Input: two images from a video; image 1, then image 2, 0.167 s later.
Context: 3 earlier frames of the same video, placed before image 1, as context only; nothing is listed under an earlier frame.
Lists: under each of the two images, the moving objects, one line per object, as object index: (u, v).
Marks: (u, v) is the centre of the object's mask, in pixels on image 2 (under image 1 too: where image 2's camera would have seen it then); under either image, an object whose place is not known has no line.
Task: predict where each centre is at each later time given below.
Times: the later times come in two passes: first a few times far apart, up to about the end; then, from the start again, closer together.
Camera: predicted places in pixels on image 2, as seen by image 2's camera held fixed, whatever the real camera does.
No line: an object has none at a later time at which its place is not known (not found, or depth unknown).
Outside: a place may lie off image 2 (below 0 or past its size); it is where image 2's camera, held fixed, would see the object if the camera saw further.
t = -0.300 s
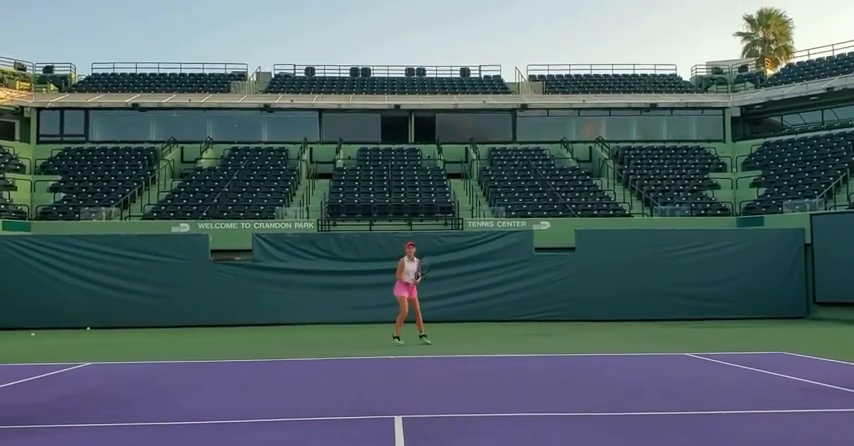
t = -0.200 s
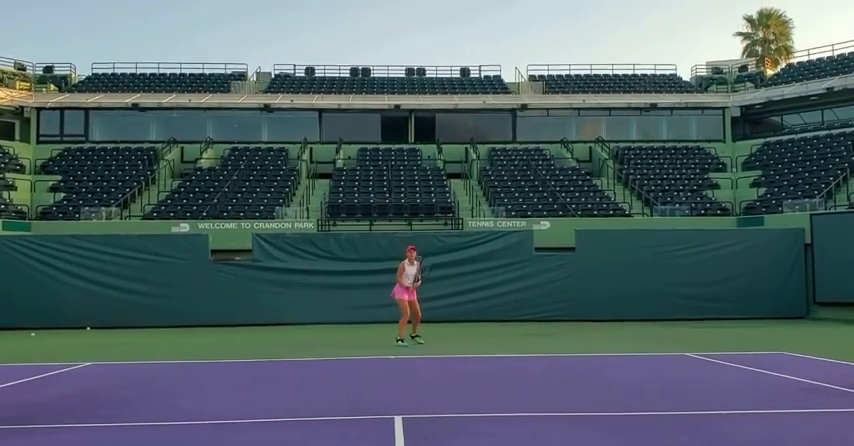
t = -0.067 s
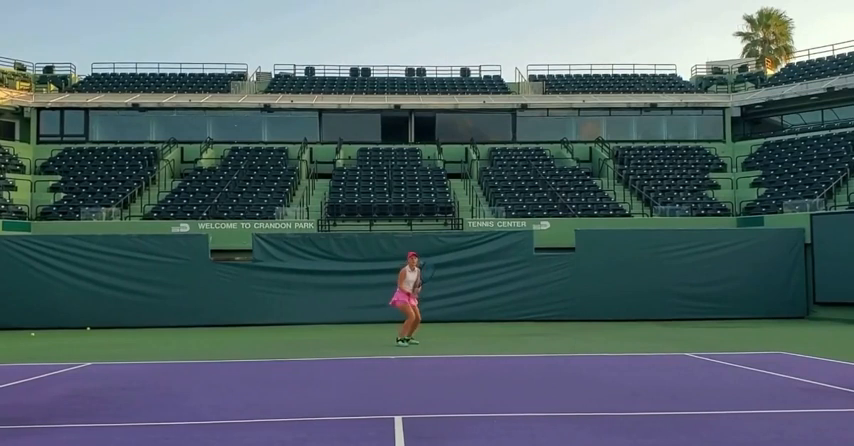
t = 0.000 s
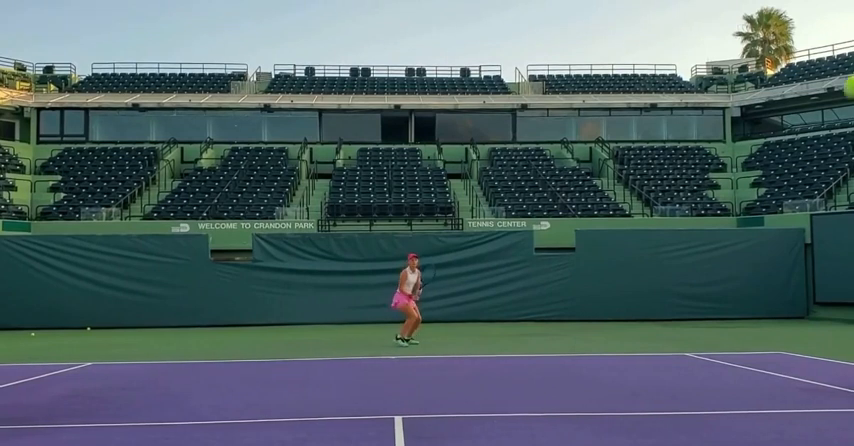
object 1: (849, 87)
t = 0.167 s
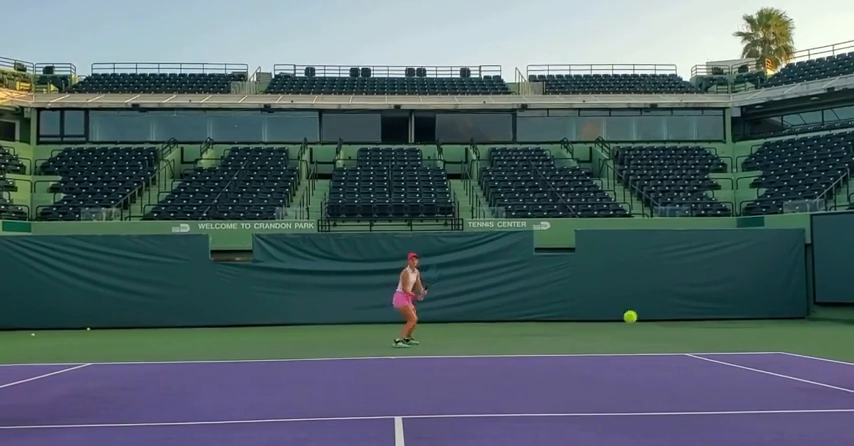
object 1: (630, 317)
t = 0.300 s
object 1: (566, 396)
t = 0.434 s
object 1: (537, 315)
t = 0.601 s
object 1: (513, 265)
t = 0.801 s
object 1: (493, 254)
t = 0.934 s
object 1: (484, 265)
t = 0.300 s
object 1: (566, 396)
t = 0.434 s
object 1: (537, 315)
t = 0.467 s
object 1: (532, 301)
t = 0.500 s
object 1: (527, 289)
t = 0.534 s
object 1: (522, 279)
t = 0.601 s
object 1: (513, 265)
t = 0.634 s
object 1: (509, 260)
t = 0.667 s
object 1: (505, 257)
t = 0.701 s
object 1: (502, 254)
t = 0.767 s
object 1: (496, 253)
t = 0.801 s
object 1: (493, 254)
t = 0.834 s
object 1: (491, 255)
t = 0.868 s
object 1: (488, 258)
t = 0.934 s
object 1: (484, 265)
